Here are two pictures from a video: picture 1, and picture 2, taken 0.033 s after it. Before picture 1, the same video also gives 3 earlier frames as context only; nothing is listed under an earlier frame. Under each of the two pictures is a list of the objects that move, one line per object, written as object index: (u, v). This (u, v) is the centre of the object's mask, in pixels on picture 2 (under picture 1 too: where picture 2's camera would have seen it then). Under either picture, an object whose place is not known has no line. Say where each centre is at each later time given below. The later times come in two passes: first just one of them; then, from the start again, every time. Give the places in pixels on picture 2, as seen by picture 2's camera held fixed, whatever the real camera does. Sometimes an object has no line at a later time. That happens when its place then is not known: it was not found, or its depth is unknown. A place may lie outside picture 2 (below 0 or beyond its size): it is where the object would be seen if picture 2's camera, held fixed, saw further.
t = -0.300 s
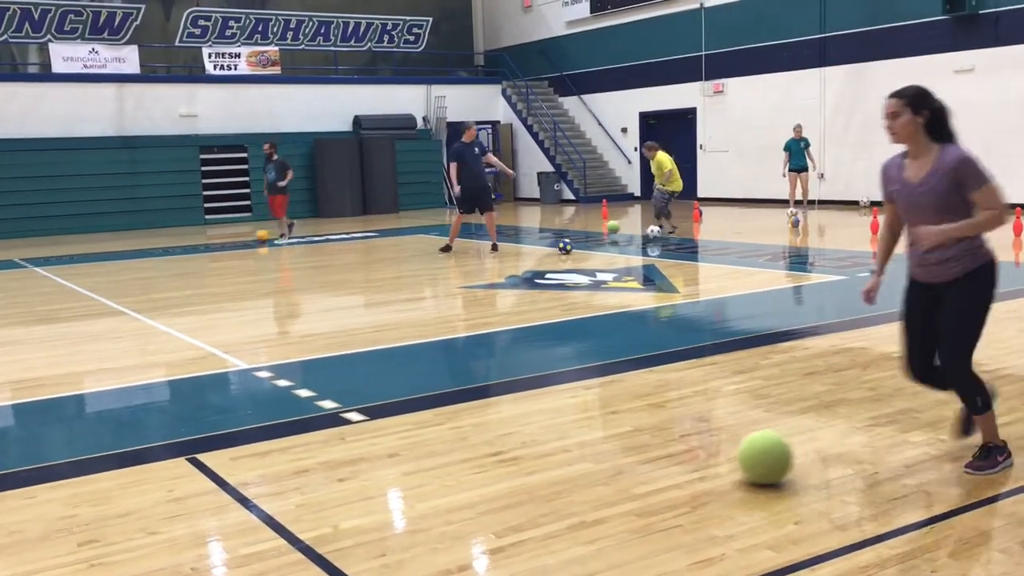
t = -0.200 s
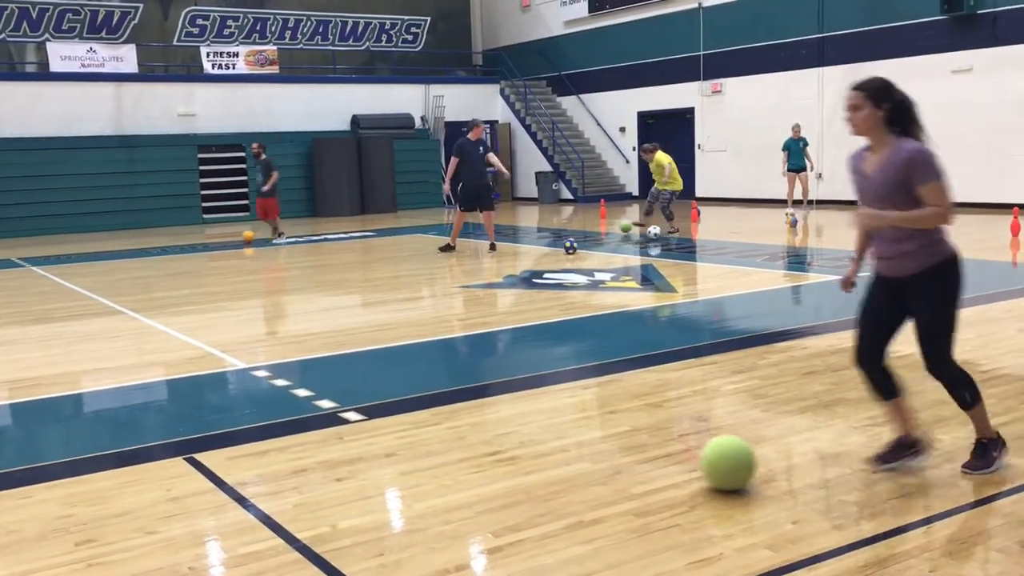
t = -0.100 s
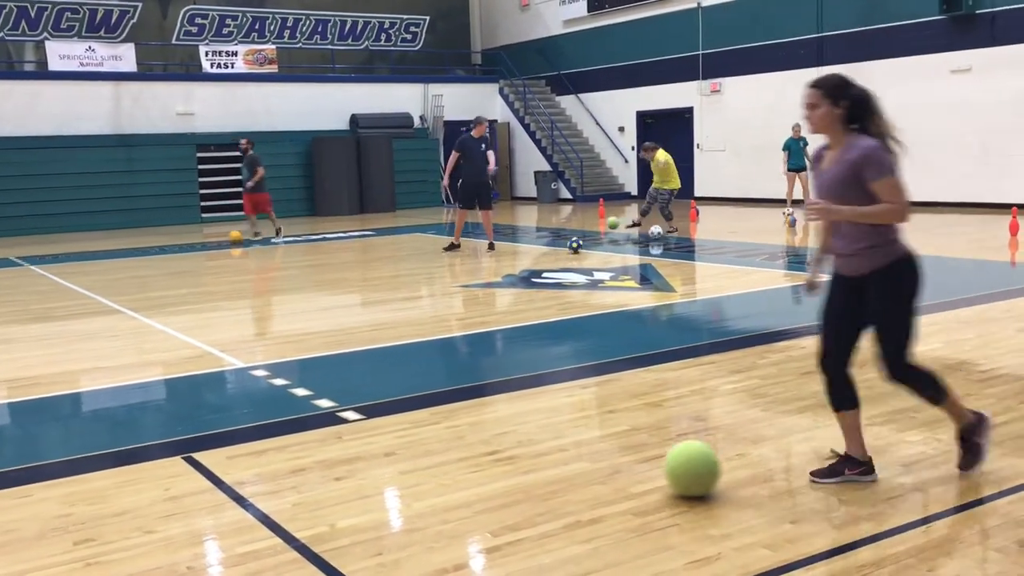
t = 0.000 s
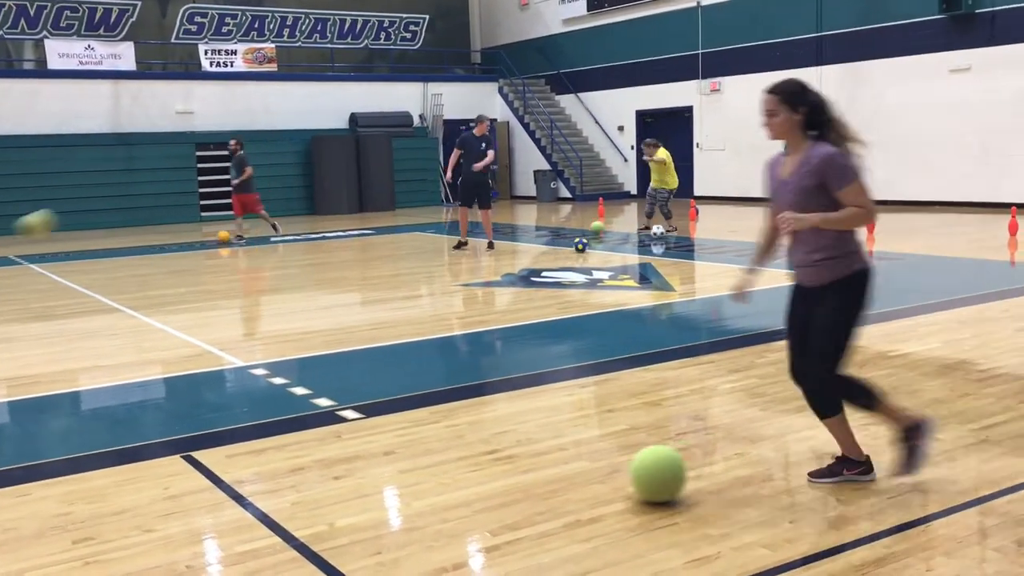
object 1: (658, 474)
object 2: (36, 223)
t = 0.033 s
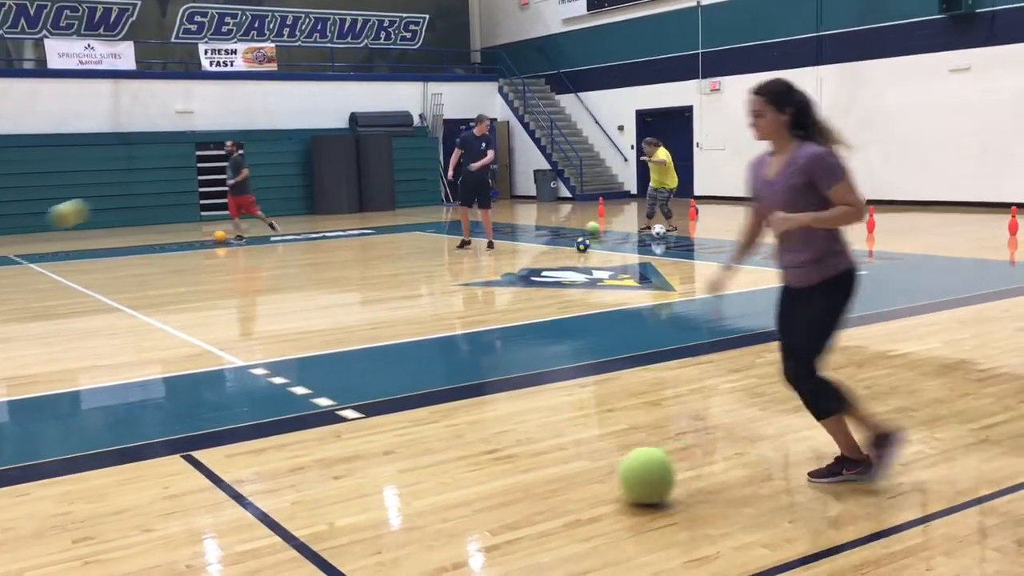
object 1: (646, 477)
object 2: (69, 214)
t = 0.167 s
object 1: (598, 485)
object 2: (183, 186)
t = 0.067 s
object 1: (634, 479)
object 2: (99, 205)
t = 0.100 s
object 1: (622, 481)
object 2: (129, 197)
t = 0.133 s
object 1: (610, 483)
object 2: (157, 190)
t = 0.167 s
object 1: (598, 485)
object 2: (183, 186)
